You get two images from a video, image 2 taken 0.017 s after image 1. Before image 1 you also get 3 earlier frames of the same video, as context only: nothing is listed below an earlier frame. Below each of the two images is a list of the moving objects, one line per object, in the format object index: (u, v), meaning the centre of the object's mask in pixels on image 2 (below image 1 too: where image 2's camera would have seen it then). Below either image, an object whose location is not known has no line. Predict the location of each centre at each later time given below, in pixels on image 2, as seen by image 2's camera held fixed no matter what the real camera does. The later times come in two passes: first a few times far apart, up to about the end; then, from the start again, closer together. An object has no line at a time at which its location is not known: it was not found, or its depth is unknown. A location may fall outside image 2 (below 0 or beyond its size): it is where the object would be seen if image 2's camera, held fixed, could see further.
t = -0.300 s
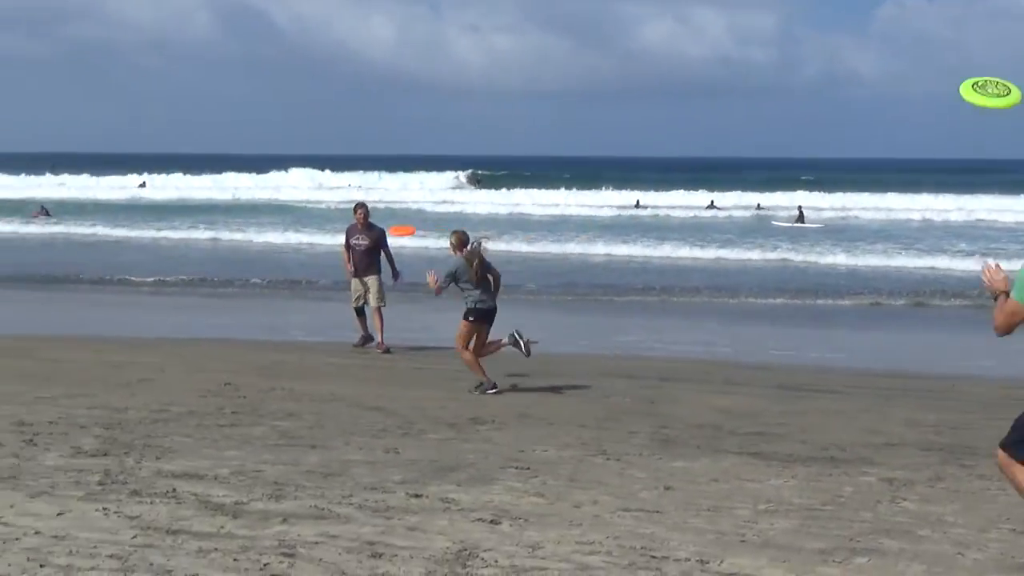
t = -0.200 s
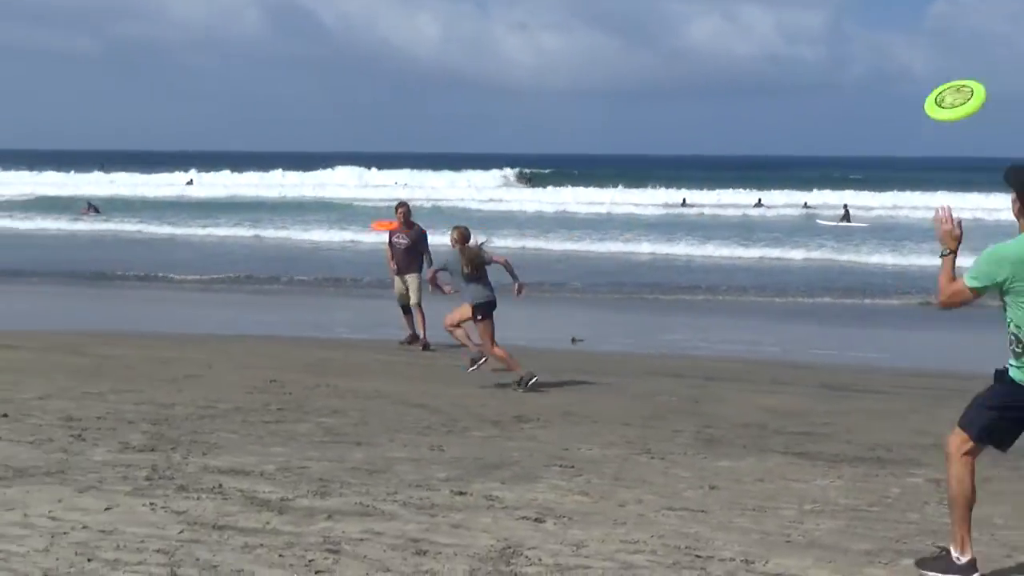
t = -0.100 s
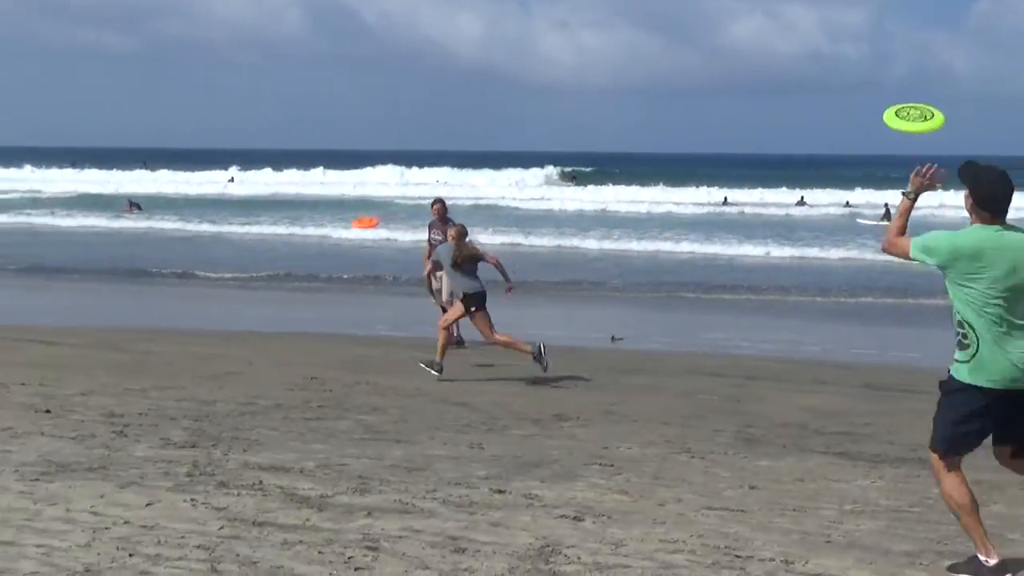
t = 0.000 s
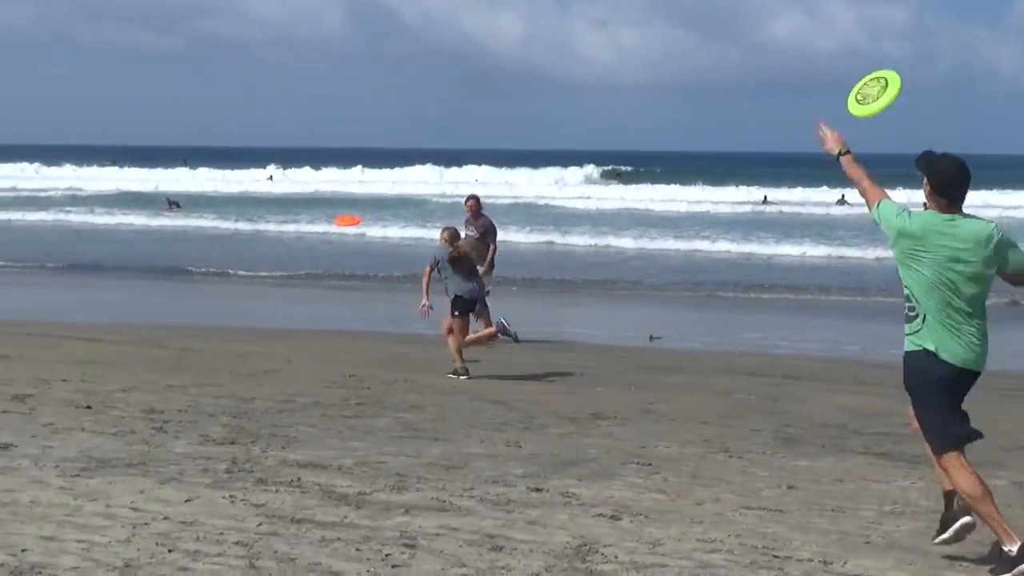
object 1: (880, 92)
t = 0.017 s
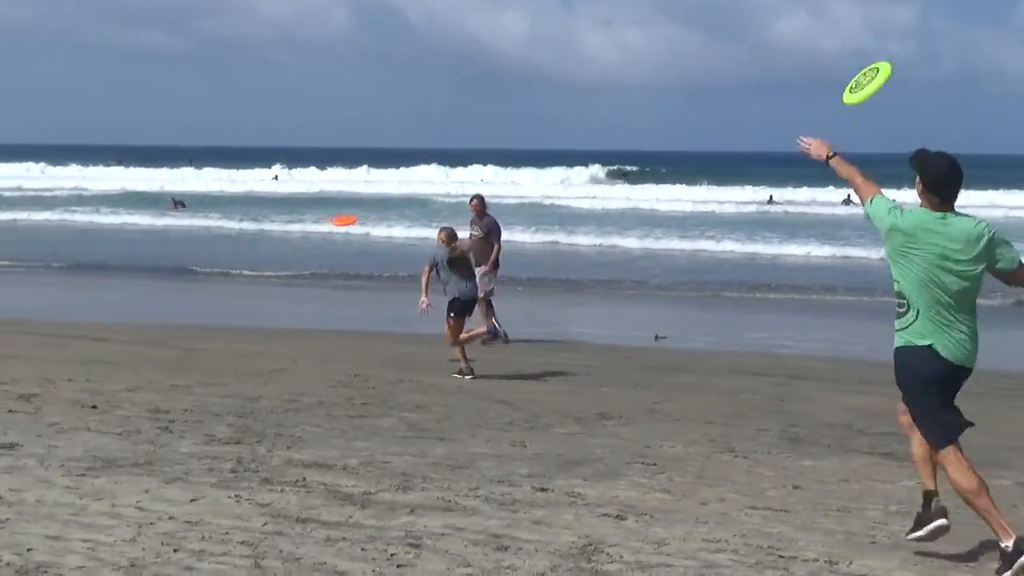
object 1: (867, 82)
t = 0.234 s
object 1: (734, 18)
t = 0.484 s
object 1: (637, 15)
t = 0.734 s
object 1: (575, 32)
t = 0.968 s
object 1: (535, 57)
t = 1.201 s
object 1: (502, 81)
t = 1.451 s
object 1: (469, 121)
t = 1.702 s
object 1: (436, 179)
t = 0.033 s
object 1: (854, 74)
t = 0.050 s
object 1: (841, 66)
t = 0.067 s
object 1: (829, 60)
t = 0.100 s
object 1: (808, 50)
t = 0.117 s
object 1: (798, 44)
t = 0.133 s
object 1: (788, 39)
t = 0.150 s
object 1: (779, 34)
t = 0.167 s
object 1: (770, 29)
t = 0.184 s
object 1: (760, 25)
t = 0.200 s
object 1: (751, 22)
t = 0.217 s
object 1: (742, 20)
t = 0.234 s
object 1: (734, 18)
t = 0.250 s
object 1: (726, 17)
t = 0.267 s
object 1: (717, 18)
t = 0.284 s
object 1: (712, 16)
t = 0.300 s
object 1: (705, 16)
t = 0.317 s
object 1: (697, 16)
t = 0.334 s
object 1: (688, 14)
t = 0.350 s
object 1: (679, 14)
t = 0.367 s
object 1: (673, 12)
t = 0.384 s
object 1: (671, 12)
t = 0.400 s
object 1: (669, 12)
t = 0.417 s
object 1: (667, 12)
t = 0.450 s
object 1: (652, 14)
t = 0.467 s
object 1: (644, 15)
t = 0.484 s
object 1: (637, 15)
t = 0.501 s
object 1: (629, 15)
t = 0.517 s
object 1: (621, 14)
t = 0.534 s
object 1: (620, 15)
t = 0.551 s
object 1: (618, 15)
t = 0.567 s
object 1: (616, 16)
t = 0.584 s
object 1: (610, 17)
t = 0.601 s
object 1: (605, 19)
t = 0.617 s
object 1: (602, 20)
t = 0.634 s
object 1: (598, 22)
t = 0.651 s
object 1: (595, 24)
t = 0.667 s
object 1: (591, 25)
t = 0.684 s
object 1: (587, 27)
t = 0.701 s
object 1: (583, 27)
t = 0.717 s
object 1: (580, 30)
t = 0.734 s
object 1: (575, 32)
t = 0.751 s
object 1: (571, 34)
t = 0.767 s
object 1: (568, 38)
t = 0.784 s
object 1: (566, 39)
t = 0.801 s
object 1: (563, 41)
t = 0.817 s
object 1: (560, 42)
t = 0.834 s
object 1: (557, 44)
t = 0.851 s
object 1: (554, 45)
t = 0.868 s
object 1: (551, 47)
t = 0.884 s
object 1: (546, 49)
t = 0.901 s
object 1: (546, 50)
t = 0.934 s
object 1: (539, 55)
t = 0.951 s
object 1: (537, 56)
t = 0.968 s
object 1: (535, 57)
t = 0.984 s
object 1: (533, 59)
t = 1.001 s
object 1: (530, 60)
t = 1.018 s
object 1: (528, 62)
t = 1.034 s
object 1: (525, 64)
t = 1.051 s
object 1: (522, 65)
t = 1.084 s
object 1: (517, 68)
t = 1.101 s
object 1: (514, 71)
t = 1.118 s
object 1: (512, 72)
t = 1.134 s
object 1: (511, 73)
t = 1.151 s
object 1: (509, 75)
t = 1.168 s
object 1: (507, 77)
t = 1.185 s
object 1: (505, 79)
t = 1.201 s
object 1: (502, 81)
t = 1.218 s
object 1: (500, 83)
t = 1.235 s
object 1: (498, 85)
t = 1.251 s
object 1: (495, 87)
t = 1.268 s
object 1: (492, 90)
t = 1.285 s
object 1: (490, 92)
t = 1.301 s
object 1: (488, 95)
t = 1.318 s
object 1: (486, 97)
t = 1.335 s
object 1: (484, 100)
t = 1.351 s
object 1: (482, 102)
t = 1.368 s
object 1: (480, 105)
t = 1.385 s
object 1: (478, 108)
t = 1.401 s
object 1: (476, 111)
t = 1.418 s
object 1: (474, 114)
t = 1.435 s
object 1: (471, 118)
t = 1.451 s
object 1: (469, 121)
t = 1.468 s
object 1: (467, 125)
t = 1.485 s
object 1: (465, 128)
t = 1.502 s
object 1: (463, 131)
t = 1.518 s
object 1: (462, 135)
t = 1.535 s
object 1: (460, 138)
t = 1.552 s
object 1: (458, 142)
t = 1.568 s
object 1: (455, 146)
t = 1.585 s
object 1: (453, 150)
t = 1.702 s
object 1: (436, 179)
